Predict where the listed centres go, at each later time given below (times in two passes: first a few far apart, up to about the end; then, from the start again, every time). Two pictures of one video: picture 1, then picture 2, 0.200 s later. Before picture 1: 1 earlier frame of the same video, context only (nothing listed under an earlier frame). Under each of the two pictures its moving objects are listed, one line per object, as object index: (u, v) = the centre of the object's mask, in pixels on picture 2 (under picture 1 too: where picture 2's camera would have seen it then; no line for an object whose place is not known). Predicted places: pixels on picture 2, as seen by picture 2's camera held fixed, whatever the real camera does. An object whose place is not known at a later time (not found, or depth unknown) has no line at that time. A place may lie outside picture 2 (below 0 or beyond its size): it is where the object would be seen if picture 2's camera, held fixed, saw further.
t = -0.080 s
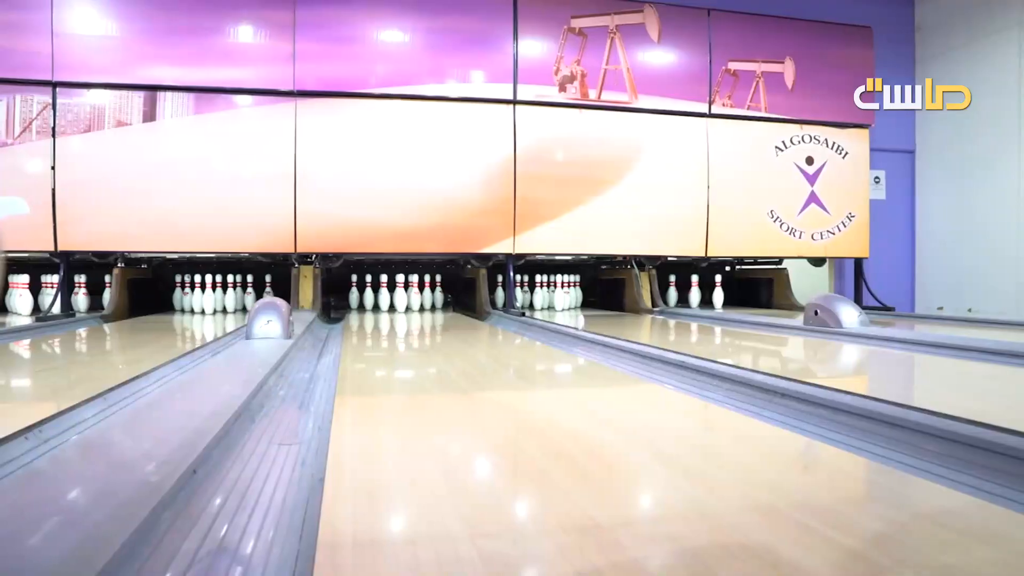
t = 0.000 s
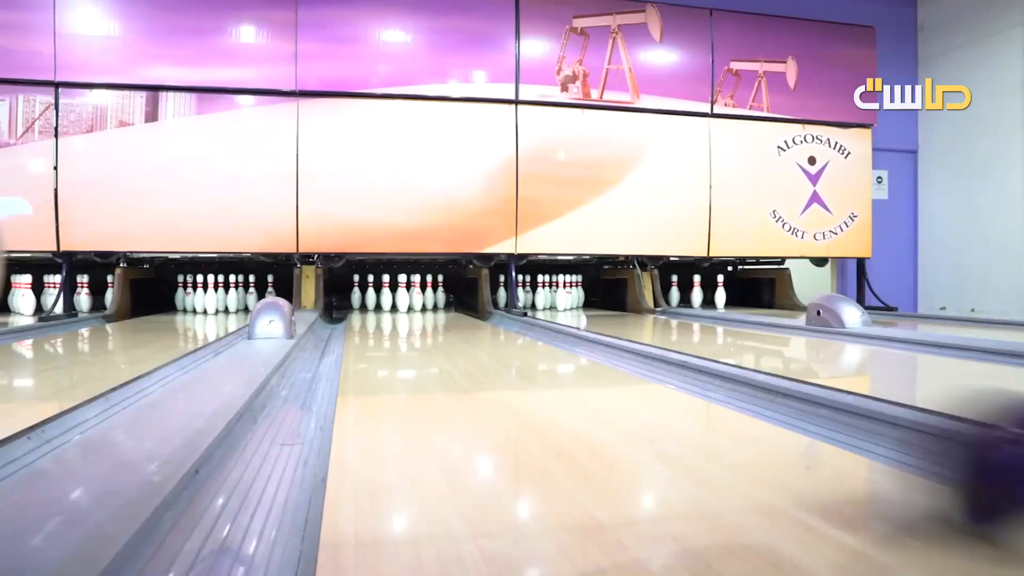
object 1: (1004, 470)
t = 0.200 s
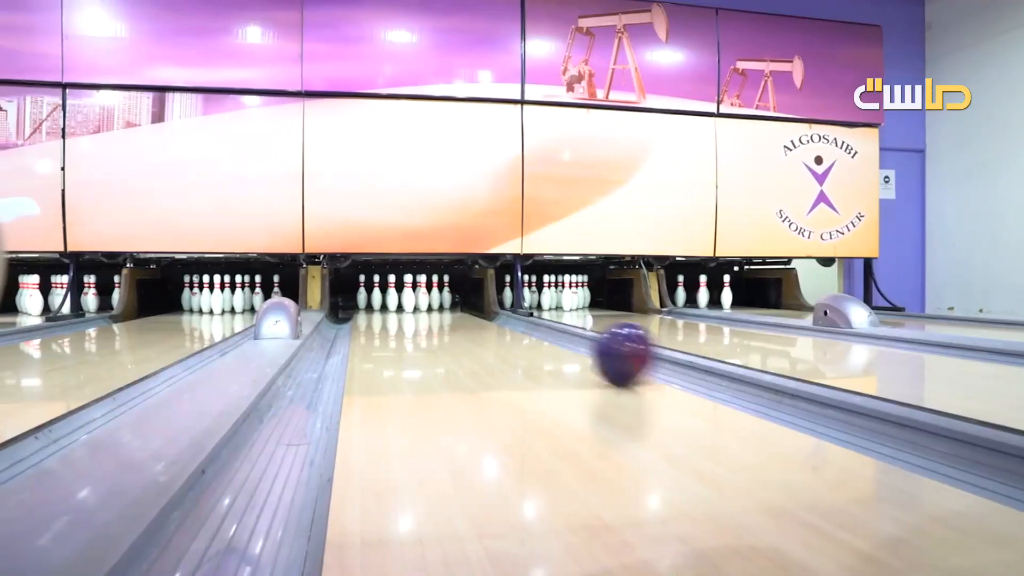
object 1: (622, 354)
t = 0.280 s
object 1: (570, 339)
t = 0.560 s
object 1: (476, 313)
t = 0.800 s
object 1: (437, 304)
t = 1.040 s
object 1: (430, 300)
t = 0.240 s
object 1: (594, 346)
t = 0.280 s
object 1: (570, 339)
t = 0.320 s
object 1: (550, 333)
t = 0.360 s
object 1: (533, 328)
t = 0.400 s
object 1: (519, 324)
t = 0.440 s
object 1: (506, 321)
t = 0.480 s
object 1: (495, 318)
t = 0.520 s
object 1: (485, 315)
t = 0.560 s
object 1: (476, 313)
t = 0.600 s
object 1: (468, 311)
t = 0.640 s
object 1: (462, 309)
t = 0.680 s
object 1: (455, 307)
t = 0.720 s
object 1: (449, 307)
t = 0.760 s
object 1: (442, 305)
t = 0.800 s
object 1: (437, 304)
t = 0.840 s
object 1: (431, 303)
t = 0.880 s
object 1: (430, 302)
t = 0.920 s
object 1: (429, 302)
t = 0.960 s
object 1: (428, 301)
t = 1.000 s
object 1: (429, 300)
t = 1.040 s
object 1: (430, 300)
